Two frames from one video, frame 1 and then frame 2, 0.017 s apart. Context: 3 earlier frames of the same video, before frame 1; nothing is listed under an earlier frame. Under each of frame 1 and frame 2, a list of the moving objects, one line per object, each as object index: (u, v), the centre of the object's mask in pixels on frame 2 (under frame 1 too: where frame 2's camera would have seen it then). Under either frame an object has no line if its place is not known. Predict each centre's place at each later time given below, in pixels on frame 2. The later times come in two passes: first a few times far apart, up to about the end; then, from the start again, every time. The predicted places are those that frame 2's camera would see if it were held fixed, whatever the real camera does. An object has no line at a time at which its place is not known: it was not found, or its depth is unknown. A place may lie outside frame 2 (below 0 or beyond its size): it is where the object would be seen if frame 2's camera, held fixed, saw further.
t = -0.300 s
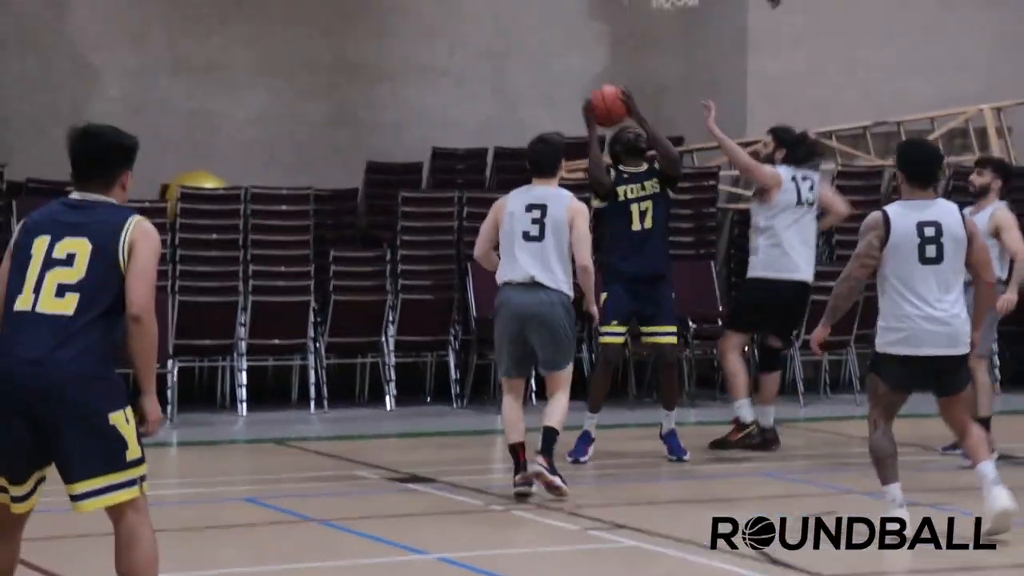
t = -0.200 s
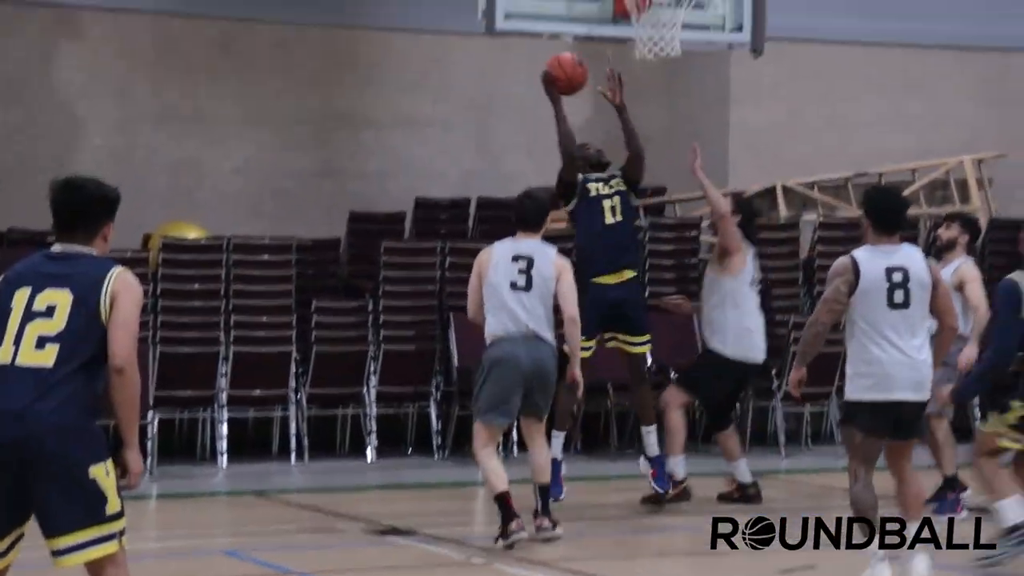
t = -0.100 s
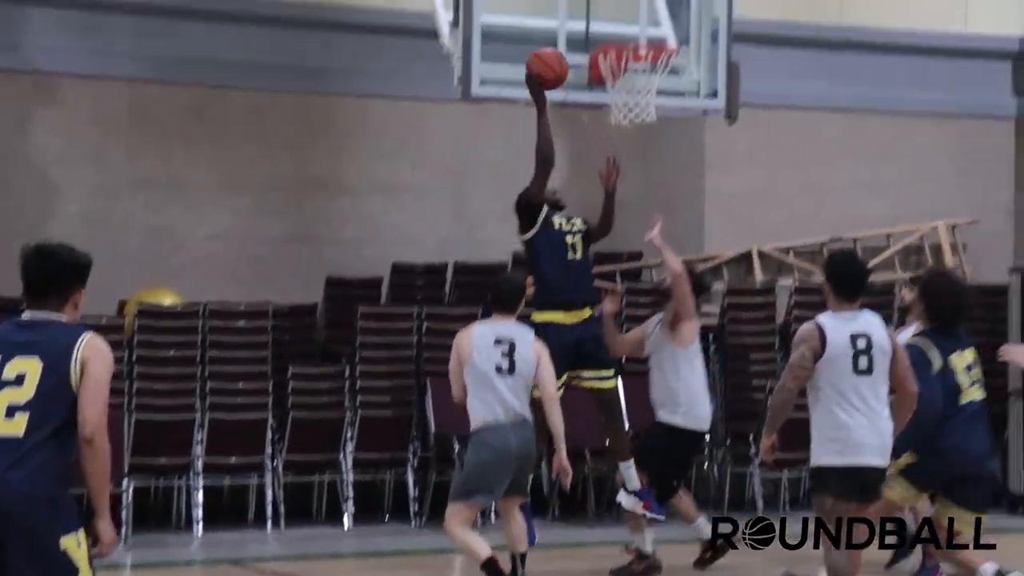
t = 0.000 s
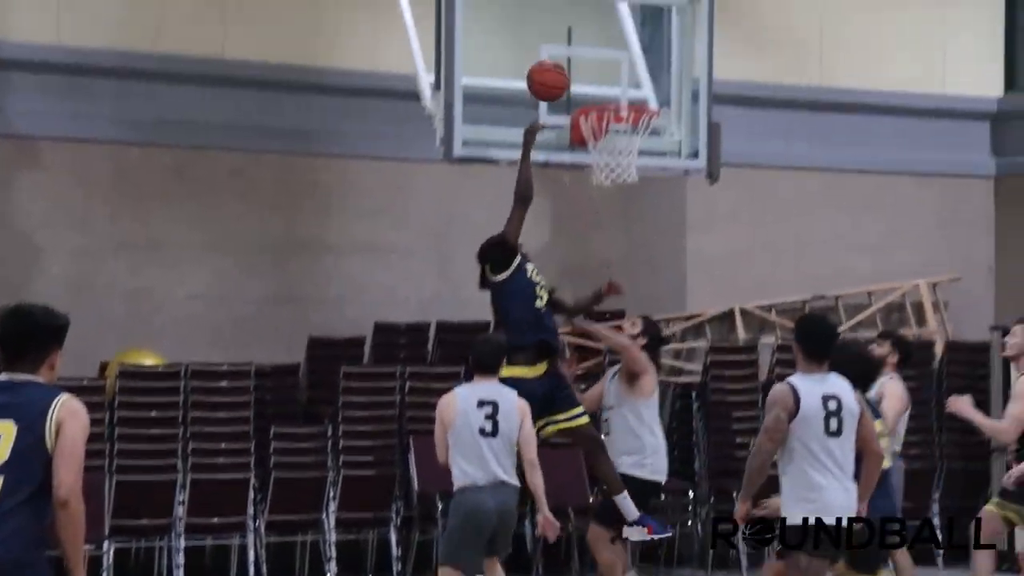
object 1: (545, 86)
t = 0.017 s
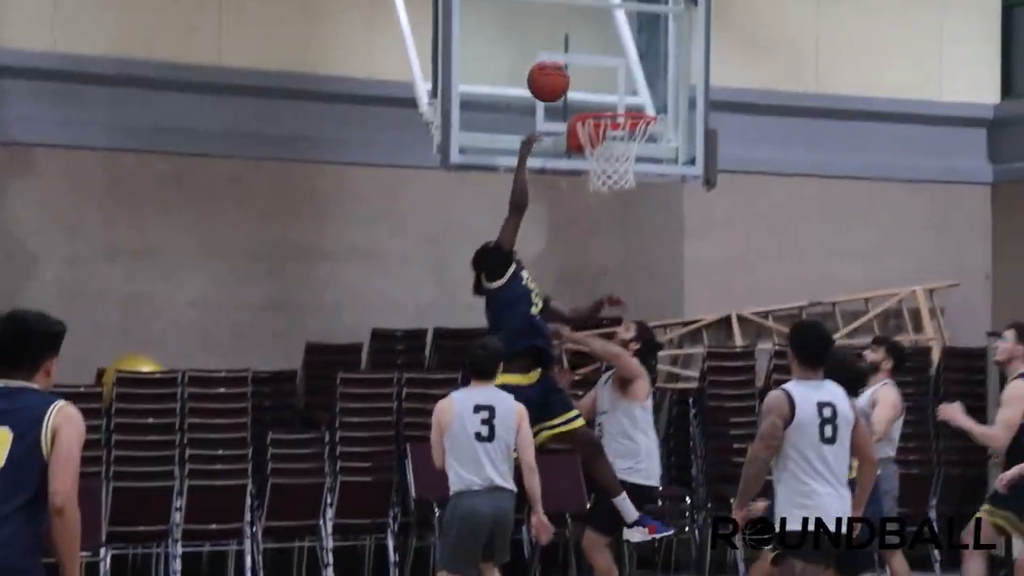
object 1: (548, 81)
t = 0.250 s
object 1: (594, 54)
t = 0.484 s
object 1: (639, 106)
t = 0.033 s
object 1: (551, 76)
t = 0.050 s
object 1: (555, 72)
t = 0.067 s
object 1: (558, 68)
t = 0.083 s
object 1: (561, 65)
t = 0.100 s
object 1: (564, 62)
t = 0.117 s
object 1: (568, 59)
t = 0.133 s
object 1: (571, 58)
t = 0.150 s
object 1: (574, 56)
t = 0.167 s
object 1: (578, 55)
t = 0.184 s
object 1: (581, 54)
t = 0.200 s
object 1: (584, 53)
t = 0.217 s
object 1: (587, 53)
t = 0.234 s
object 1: (591, 53)
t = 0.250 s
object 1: (594, 54)
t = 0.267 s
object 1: (598, 54)
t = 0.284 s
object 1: (601, 57)
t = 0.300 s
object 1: (604, 58)
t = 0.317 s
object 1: (607, 60)
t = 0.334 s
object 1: (611, 63)
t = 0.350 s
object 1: (614, 67)
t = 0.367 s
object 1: (618, 70)
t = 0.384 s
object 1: (621, 75)
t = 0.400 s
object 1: (624, 80)
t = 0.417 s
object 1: (627, 85)
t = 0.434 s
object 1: (630, 90)
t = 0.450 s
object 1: (633, 97)
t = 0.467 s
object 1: (637, 102)
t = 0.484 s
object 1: (639, 106)
